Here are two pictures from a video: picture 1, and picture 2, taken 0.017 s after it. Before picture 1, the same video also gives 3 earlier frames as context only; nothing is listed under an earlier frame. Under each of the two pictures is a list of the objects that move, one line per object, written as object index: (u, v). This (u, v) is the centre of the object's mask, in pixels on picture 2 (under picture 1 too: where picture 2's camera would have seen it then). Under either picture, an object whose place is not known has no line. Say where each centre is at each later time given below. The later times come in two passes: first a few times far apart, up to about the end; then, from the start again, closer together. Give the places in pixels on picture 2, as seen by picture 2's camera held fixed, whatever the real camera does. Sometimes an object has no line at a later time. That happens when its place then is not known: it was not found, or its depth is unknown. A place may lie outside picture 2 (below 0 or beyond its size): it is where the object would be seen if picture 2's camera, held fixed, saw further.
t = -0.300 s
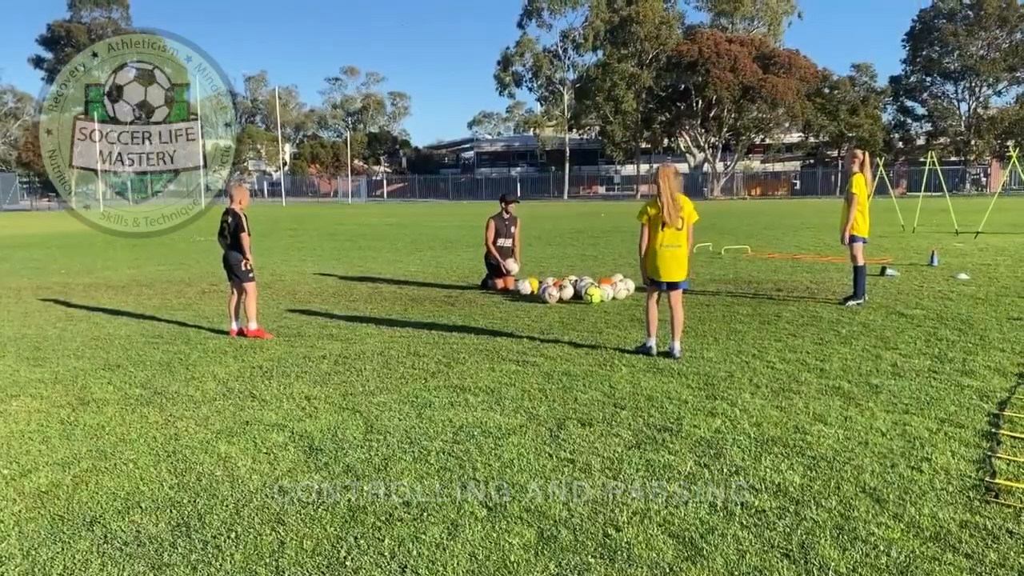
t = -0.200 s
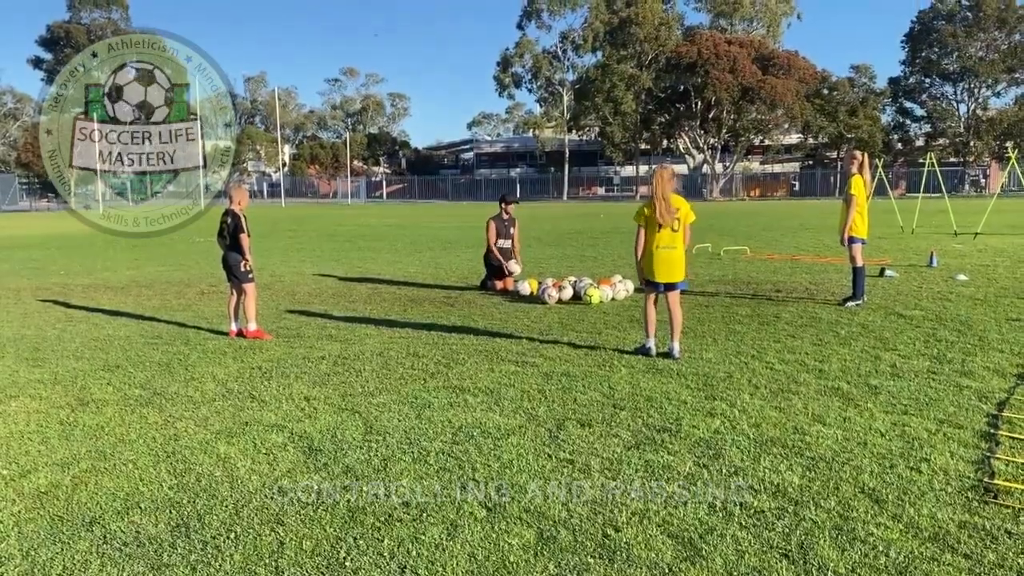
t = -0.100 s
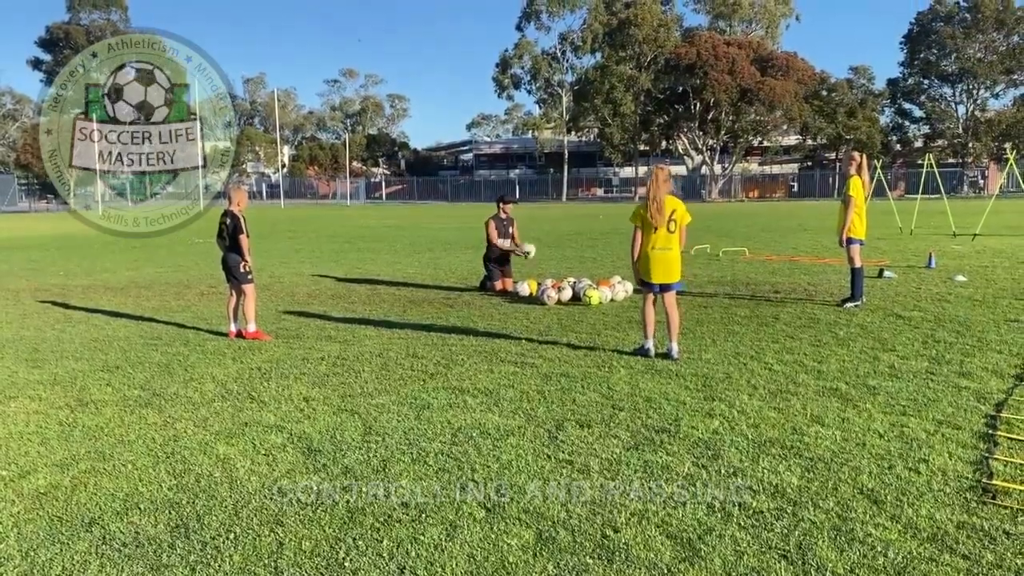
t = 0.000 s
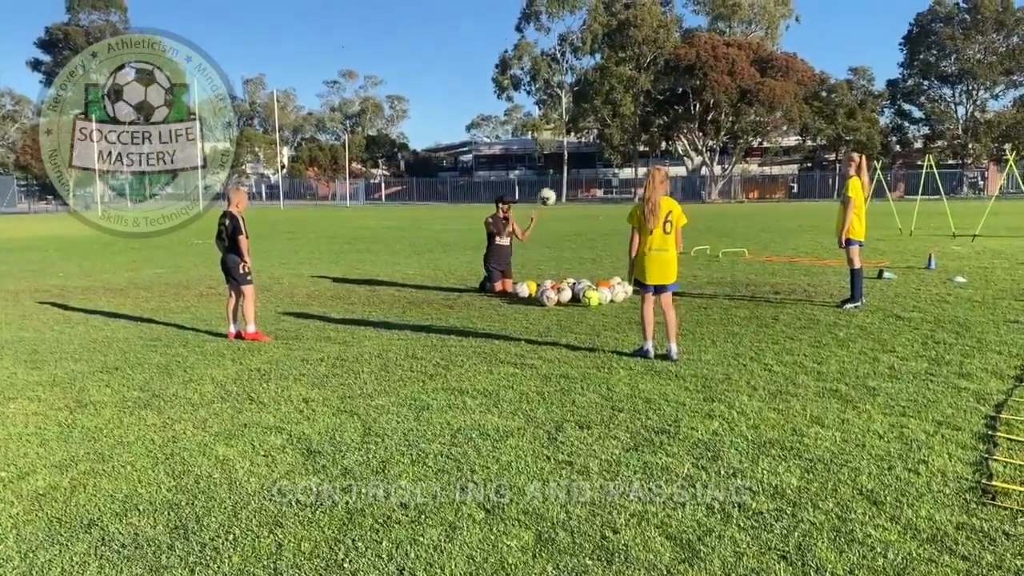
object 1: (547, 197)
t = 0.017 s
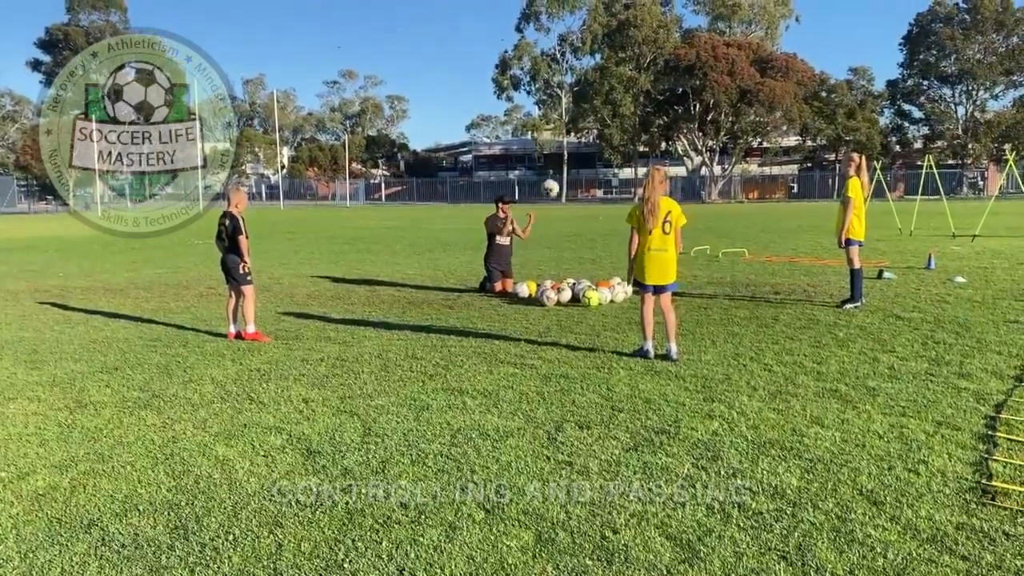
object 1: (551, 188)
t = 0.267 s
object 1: (606, 80)
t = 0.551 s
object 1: (673, 16)
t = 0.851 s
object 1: (745, 28)
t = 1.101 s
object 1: (806, 100)
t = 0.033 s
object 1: (554, 179)
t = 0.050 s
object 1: (556, 171)
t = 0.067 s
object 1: (560, 163)
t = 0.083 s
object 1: (564, 155)
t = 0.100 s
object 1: (569, 147)
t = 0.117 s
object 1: (572, 140)
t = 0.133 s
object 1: (576, 132)
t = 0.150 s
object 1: (579, 125)
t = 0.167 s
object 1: (583, 118)
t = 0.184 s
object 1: (586, 111)
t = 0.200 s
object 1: (590, 104)
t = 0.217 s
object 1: (594, 98)
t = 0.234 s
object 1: (597, 92)
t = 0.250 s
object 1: (602, 86)
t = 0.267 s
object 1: (606, 80)
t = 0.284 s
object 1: (610, 74)
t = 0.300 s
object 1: (613, 69)
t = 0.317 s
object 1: (618, 64)
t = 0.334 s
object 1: (622, 59)
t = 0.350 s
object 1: (625, 55)
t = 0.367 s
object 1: (629, 50)
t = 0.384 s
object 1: (633, 46)
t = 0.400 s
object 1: (637, 42)
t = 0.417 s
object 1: (641, 38)
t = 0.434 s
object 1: (645, 35)
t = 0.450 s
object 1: (649, 31)
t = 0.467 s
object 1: (653, 28)
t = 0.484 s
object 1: (657, 25)
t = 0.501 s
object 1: (661, 23)
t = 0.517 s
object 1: (665, 21)
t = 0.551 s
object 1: (673, 16)
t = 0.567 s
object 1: (676, 15)
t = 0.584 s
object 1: (681, 14)
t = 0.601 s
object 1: (684, 13)
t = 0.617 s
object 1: (687, 13)
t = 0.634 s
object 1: (691, 12)
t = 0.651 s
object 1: (695, 12)
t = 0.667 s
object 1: (699, 12)
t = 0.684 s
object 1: (703, 13)
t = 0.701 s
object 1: (708, 13)
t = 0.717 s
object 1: (711, 13)
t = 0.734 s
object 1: (715, 14)
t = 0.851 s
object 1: (745, 28)
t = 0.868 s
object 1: (748, 31)
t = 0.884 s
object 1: (754, 34)
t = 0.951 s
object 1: (770, 51)
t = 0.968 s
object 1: (773, 55)
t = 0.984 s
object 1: (778, 59)
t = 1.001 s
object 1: (782, 64)
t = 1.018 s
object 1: (786, 70)
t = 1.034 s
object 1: (791, 75)
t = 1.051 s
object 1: (794, 81)
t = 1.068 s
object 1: (799, 87)
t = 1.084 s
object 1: (802, 93)
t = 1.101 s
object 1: (806, 100)
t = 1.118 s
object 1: (810, 107)
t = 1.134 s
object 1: (813, 114)
